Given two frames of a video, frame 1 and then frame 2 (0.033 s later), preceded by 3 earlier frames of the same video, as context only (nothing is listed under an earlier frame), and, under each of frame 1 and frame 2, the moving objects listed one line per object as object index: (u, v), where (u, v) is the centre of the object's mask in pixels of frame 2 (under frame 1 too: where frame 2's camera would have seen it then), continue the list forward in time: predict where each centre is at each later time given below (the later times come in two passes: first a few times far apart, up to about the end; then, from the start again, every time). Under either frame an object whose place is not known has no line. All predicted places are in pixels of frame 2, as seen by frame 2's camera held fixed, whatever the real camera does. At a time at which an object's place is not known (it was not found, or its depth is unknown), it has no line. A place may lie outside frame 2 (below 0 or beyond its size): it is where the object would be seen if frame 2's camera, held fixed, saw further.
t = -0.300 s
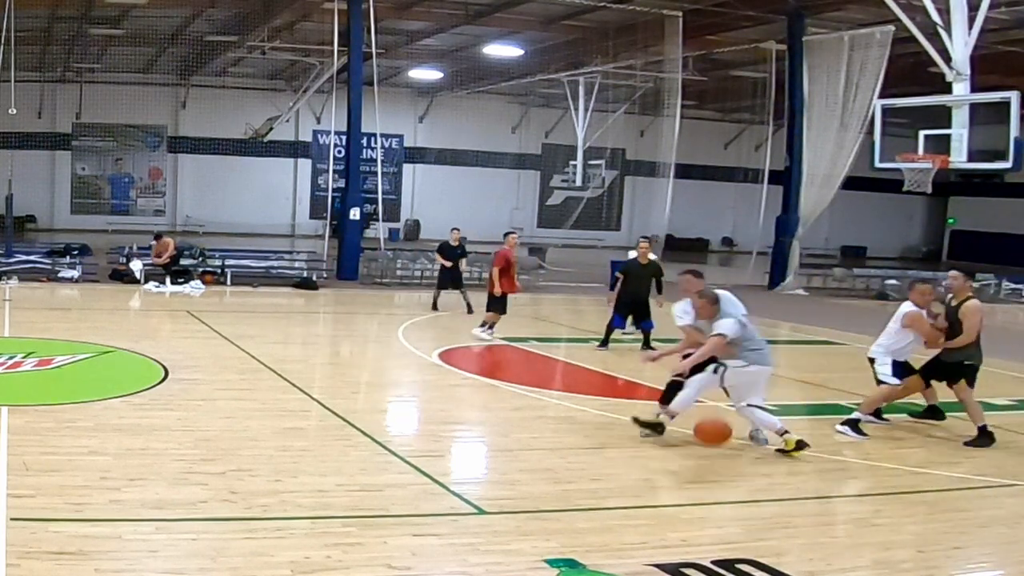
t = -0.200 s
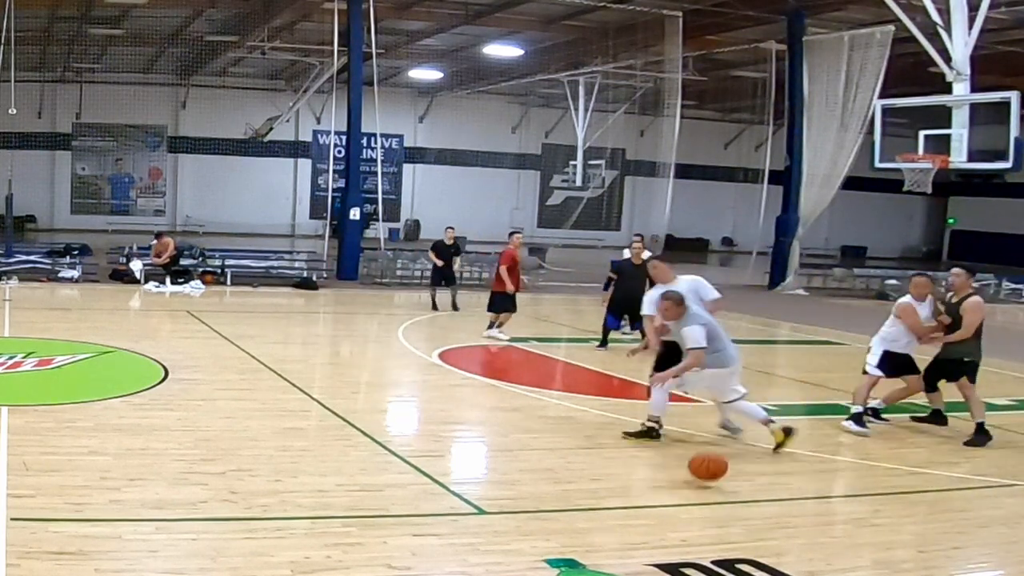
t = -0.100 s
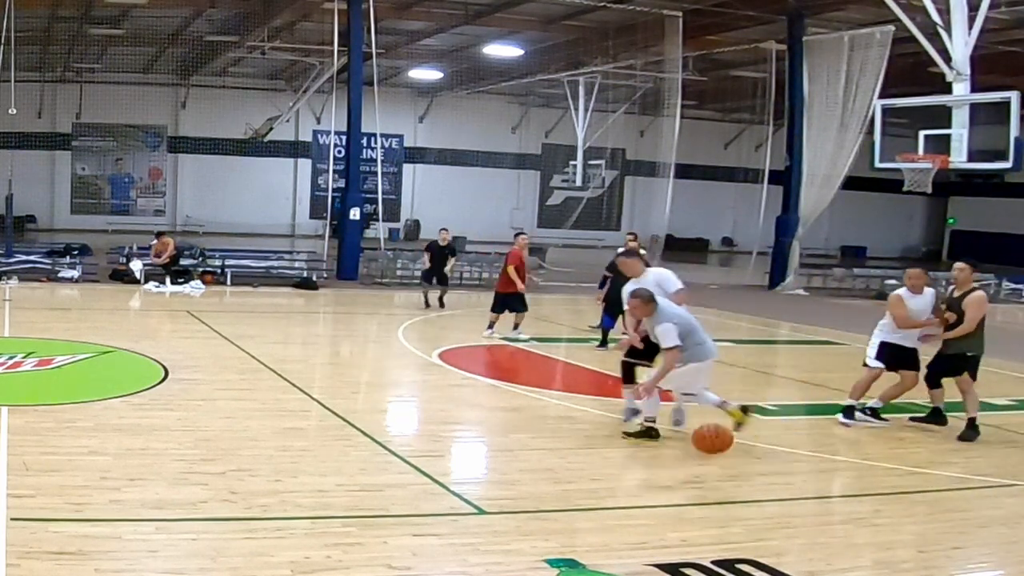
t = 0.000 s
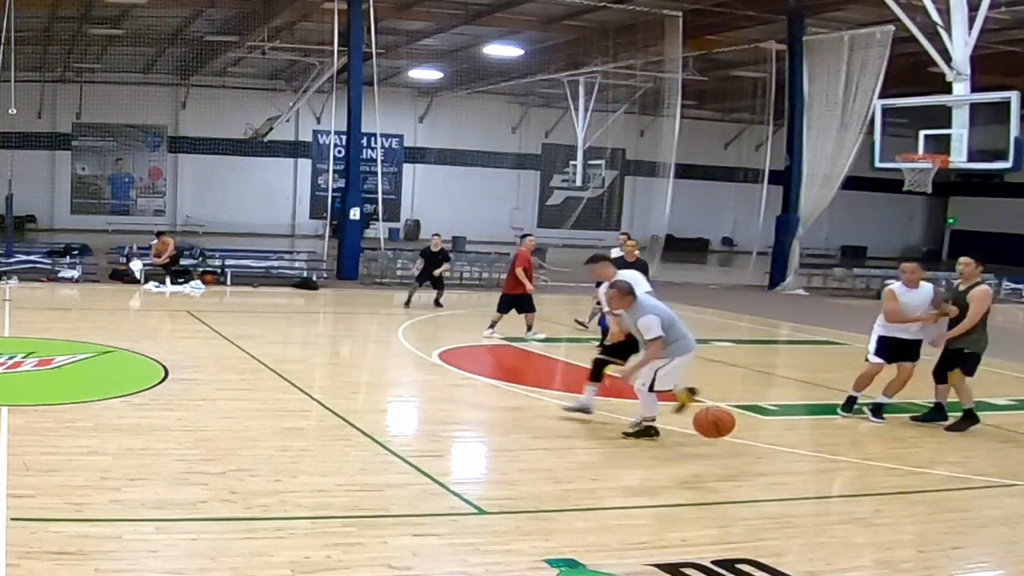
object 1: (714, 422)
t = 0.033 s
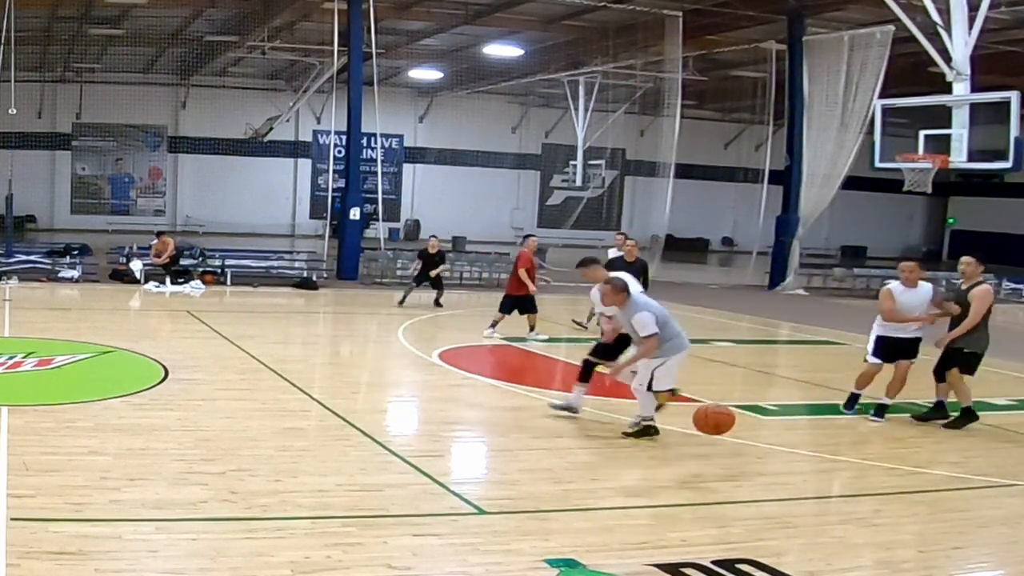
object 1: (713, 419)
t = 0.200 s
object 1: (708, 426)
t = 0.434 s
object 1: (683, 498)
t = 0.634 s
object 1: (684, 468)
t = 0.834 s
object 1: (672, 484)
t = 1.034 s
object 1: (652, 522)
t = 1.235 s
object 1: (646, 515)
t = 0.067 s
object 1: (713, 418)
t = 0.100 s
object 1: (712, 418)
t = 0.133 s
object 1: (711, 419)
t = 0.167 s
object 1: (709, 422)
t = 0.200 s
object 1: (708, 426)
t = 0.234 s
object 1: (705, 432)
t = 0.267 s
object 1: (703, 439)
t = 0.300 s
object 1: (700, 448)
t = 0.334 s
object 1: (697, 458)
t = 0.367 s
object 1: (693, 470)
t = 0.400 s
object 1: (688, 483)
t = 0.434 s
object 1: (683, 498)
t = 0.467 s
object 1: (683, 494)
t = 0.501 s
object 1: (684, 487)
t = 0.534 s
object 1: (685, 480)
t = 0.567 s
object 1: (685, 475)
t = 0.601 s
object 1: (685, 471)
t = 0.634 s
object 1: (684, 468)
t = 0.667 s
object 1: (683, 467)
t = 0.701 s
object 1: (682, 467)
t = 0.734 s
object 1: (680, 469)
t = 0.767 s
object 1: (677, 472)
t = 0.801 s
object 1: (675, 477)
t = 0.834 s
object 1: (672, 484)
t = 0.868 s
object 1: (668, 492)
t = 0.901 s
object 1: (664, 502)
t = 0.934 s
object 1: (659, 513)
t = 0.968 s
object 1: (654, 527)
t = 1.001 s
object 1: (652, 528)
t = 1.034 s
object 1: (652, 522)
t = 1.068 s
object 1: (652, 517)
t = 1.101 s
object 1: (652, 513)
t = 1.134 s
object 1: (651, 511)
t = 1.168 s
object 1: (650, 511)
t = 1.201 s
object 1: (649, 512)
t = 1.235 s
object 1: (646, 515)
